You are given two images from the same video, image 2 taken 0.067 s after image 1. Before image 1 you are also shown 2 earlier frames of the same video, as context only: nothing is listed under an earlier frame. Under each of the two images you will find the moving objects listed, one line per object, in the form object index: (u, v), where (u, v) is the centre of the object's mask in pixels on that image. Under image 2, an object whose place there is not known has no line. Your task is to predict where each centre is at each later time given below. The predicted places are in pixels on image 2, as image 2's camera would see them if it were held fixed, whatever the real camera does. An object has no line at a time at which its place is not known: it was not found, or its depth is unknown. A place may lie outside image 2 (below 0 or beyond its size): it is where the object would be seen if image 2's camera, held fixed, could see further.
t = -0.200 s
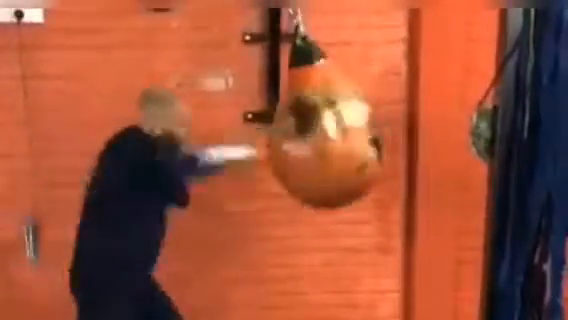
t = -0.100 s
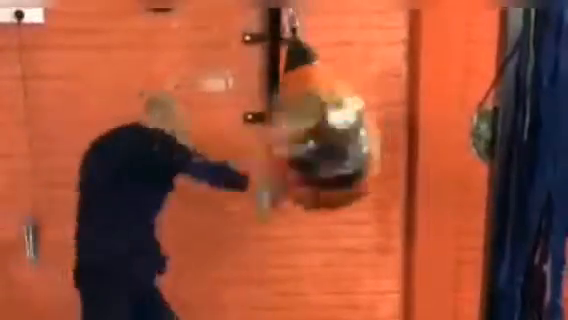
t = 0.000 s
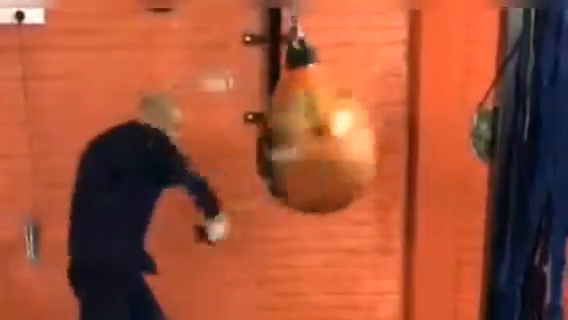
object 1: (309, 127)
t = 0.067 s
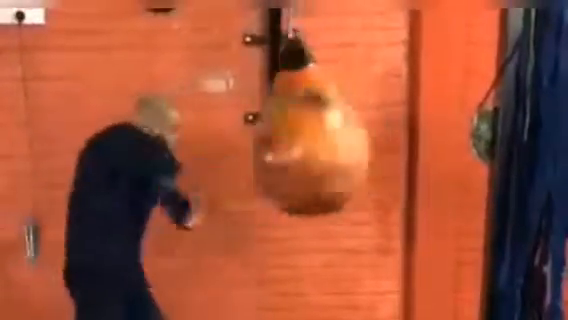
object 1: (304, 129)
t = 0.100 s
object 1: (302, 129)
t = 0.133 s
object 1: (299, 131)
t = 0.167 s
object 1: (294, 133)
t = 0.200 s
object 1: (290, 132)
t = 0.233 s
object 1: (287, 134)
